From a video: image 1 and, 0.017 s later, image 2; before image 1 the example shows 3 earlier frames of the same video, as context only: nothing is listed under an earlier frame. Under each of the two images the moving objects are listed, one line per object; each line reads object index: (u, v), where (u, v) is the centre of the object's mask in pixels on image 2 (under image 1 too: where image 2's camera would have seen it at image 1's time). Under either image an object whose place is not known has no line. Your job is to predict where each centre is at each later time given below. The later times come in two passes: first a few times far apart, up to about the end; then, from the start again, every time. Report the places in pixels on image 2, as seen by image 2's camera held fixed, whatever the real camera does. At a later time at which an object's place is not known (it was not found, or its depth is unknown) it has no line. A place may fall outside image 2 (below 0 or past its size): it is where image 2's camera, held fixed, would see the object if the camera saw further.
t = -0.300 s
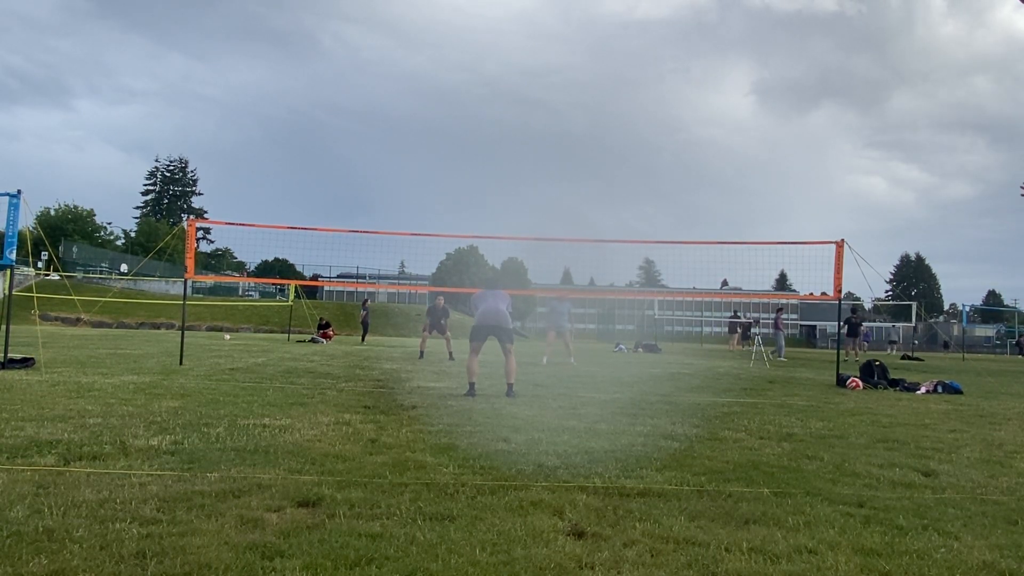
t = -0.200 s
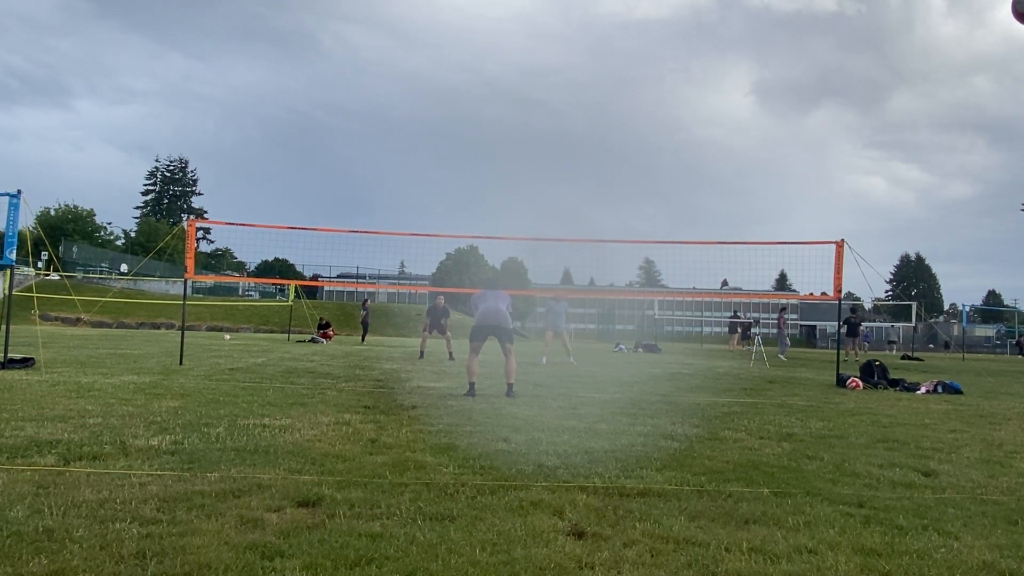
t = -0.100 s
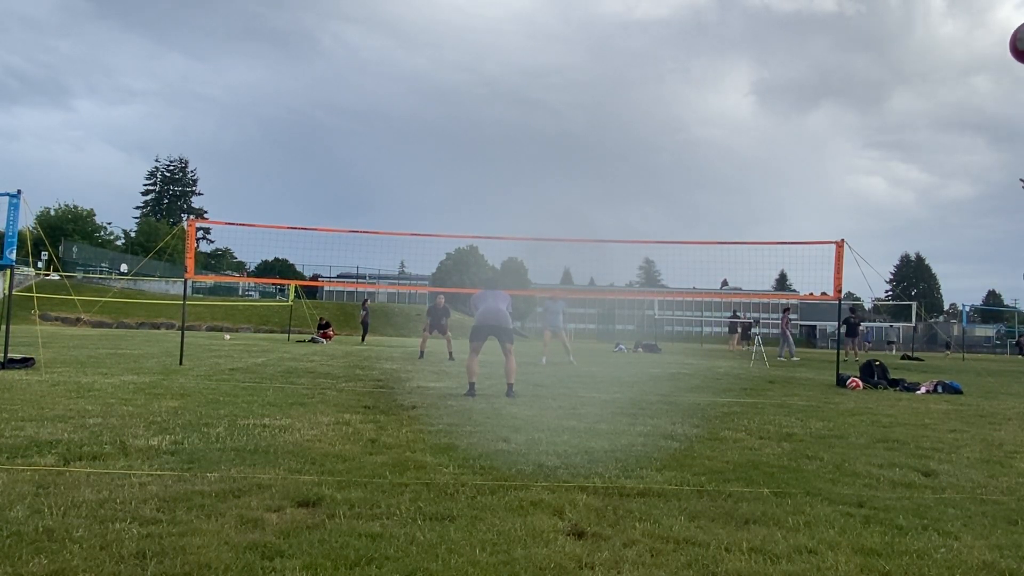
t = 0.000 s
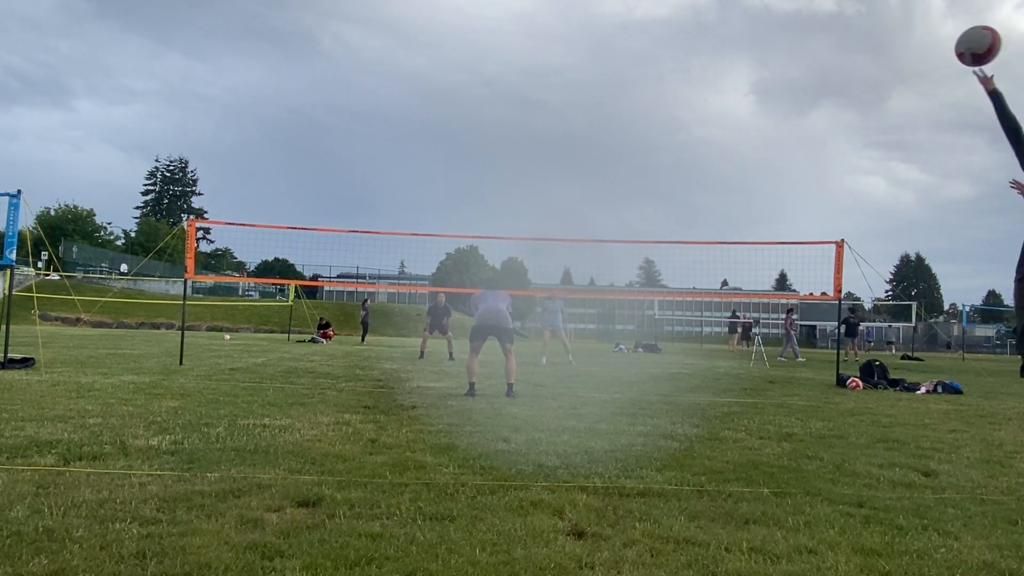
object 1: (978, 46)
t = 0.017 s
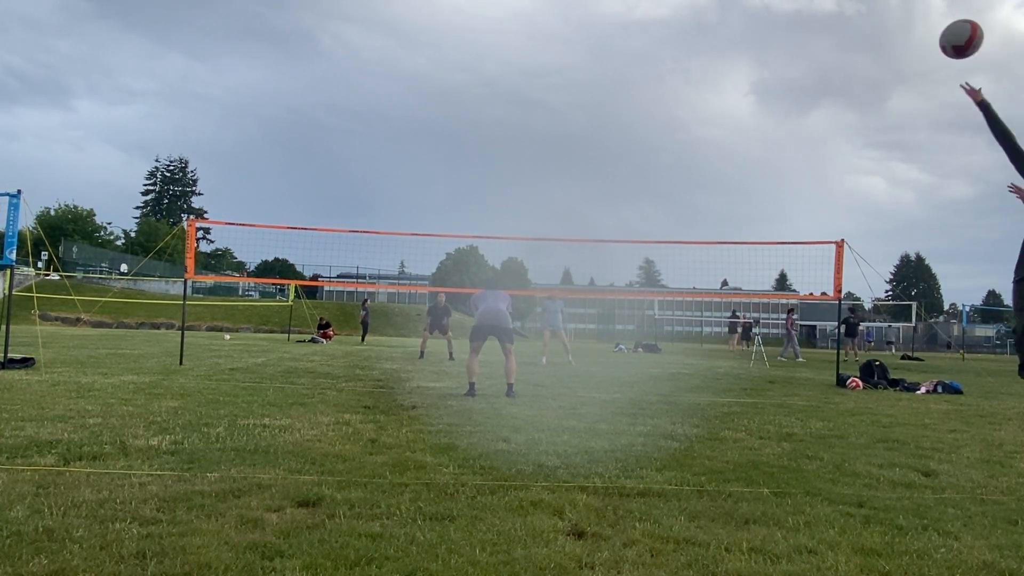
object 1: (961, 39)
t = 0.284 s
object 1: (821, 9)
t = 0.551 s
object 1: (768, 46)
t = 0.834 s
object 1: (734, 121)
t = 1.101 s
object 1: (710, 204)
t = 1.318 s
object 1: (696, 278)
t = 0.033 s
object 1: (946, 33)
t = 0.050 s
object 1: (932, 28)
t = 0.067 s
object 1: (919, 24)
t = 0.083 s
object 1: (907, 20)
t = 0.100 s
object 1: (897, 17)
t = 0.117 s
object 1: (887, 15)
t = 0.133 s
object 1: (878, 13)
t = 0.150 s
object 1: (870, 12)
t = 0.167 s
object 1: (862, 11)
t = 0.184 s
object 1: (855, 10)
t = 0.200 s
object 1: (848, 10)
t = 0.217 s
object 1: (842, 9)
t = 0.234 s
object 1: (837, 9)
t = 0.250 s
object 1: (831, 9)
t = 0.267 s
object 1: (826, 9)
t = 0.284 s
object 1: (821, 9)
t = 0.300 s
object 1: (817, 10)
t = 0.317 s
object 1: (813, 10)
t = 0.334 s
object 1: (808, 11)
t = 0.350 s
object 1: (804, 13)
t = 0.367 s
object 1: (801, 15)
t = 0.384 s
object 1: (797, 17)
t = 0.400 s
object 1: (794, 19)
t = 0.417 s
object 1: (790, 21)
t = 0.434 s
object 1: (787, 24)
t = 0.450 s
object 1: (784, 27)
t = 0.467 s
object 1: (781, 29)
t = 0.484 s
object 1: (778, 32)
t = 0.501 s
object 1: (775, 35)
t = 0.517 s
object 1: (773, 39)
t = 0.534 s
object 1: (770, 42)
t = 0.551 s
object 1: (768, 46)
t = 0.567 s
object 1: (765, 49)
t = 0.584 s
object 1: (763, 53)
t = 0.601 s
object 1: (760, 57)
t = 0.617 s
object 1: (758, 61)
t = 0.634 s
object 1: (756, 65)
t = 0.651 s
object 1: (754, 70)
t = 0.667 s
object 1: (752, 74)
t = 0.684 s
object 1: (750, 78)
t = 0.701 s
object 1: (748, 83)
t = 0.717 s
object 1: (746, 87)
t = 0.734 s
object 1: (744, 92)
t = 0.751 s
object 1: (742, 97)
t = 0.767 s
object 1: (740, 101)
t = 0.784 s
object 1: (739, 106)
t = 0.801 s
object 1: (737, 111)
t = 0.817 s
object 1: (735, 116)
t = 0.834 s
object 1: (734, 121)
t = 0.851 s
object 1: (732, 126)
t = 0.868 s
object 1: (730, 131)
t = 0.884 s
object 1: (729, 136)
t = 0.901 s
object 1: (727, 140)
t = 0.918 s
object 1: (725, 146)
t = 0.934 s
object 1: (724, 151)
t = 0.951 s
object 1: (722, 156)
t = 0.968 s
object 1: (721, 161)
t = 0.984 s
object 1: (719, 167)
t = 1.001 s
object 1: (718, 172)
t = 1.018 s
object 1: (717, 177)
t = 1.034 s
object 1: (715, 182)
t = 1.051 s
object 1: (714, 188)
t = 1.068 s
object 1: (713, 193)
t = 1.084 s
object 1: (712, 199)
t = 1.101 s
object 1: (710, 204)
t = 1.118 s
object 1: (709, 210)
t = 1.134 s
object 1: (708, 215)
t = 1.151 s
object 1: (707, 221)
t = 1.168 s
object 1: (705, 226)
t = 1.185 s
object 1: (704, 232)
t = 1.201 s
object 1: (703, 237)
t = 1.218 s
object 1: (702, 243)
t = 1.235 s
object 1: (701, 249)
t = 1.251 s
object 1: (700, 254)
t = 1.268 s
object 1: (699, 260)
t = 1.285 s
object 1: (698, 266)
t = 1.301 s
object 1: (697, 272)
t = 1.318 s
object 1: (696, 278)
